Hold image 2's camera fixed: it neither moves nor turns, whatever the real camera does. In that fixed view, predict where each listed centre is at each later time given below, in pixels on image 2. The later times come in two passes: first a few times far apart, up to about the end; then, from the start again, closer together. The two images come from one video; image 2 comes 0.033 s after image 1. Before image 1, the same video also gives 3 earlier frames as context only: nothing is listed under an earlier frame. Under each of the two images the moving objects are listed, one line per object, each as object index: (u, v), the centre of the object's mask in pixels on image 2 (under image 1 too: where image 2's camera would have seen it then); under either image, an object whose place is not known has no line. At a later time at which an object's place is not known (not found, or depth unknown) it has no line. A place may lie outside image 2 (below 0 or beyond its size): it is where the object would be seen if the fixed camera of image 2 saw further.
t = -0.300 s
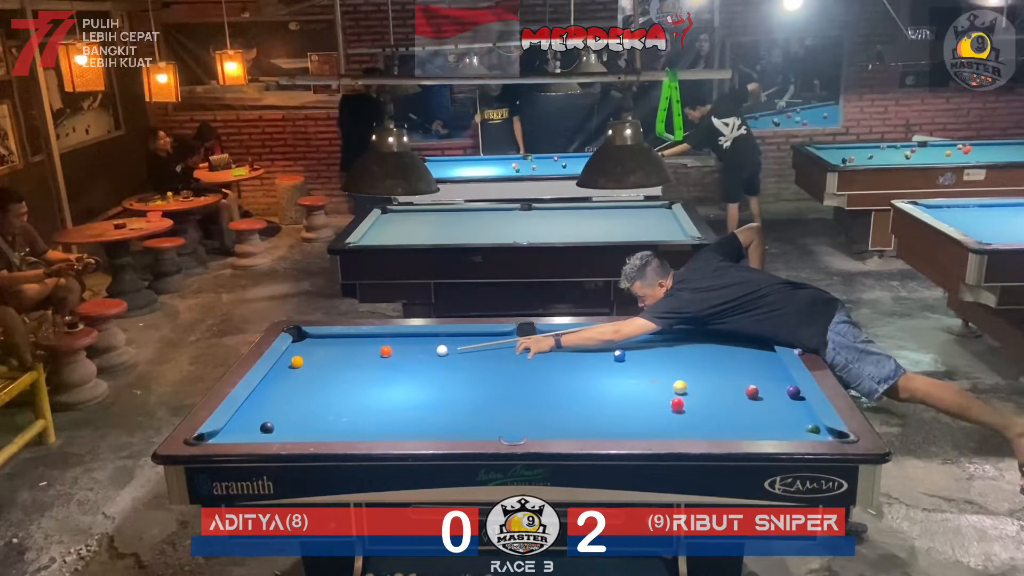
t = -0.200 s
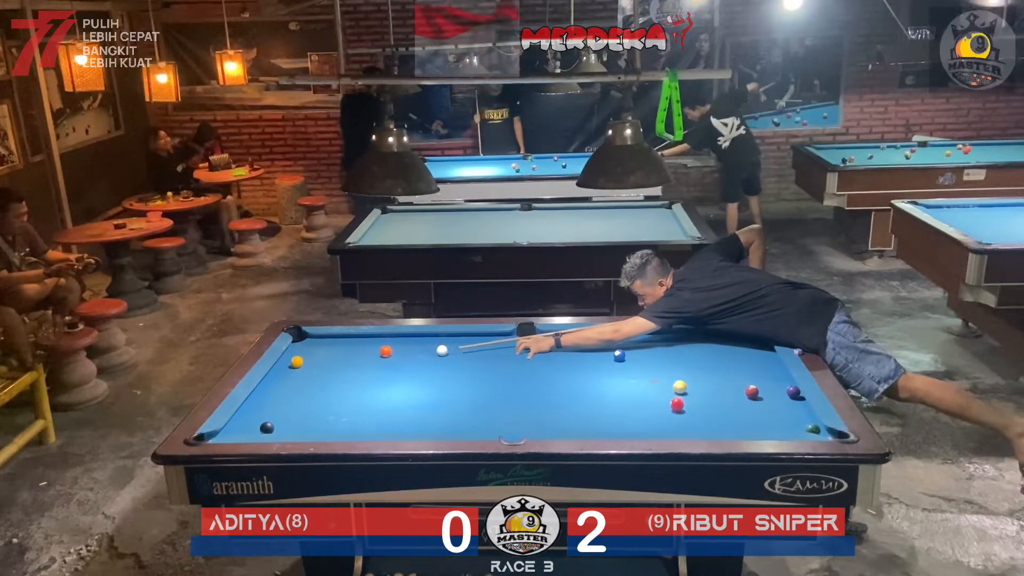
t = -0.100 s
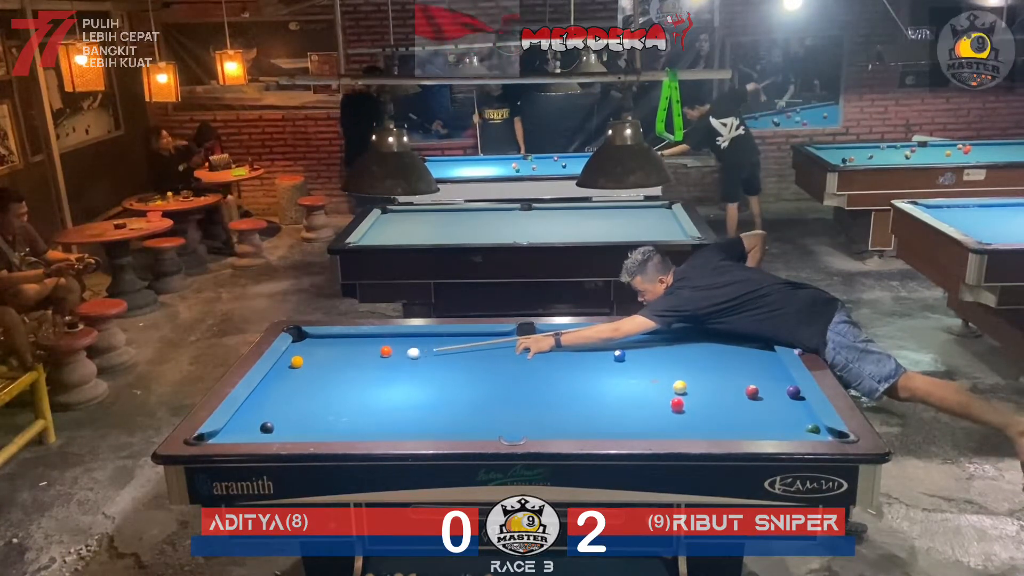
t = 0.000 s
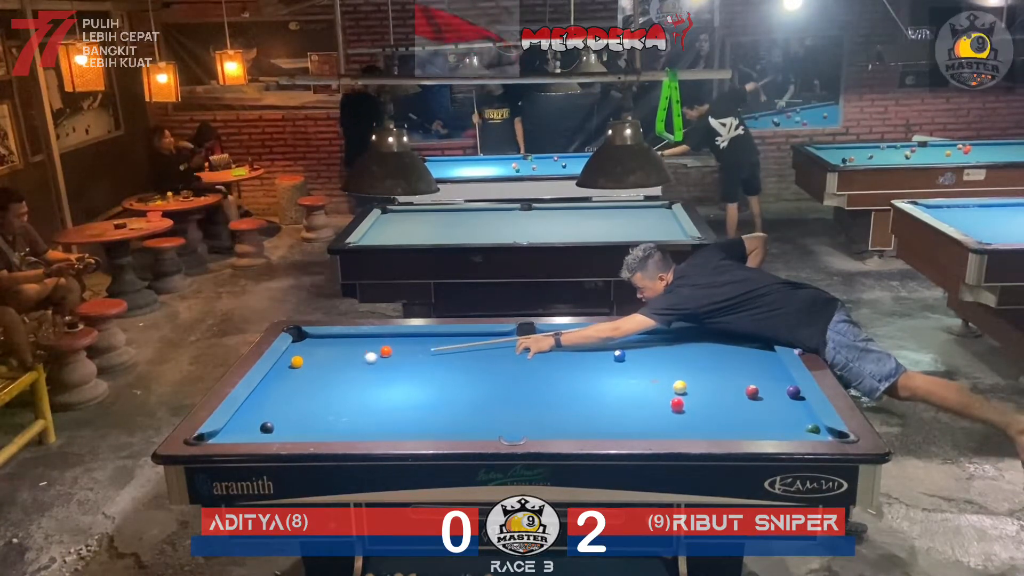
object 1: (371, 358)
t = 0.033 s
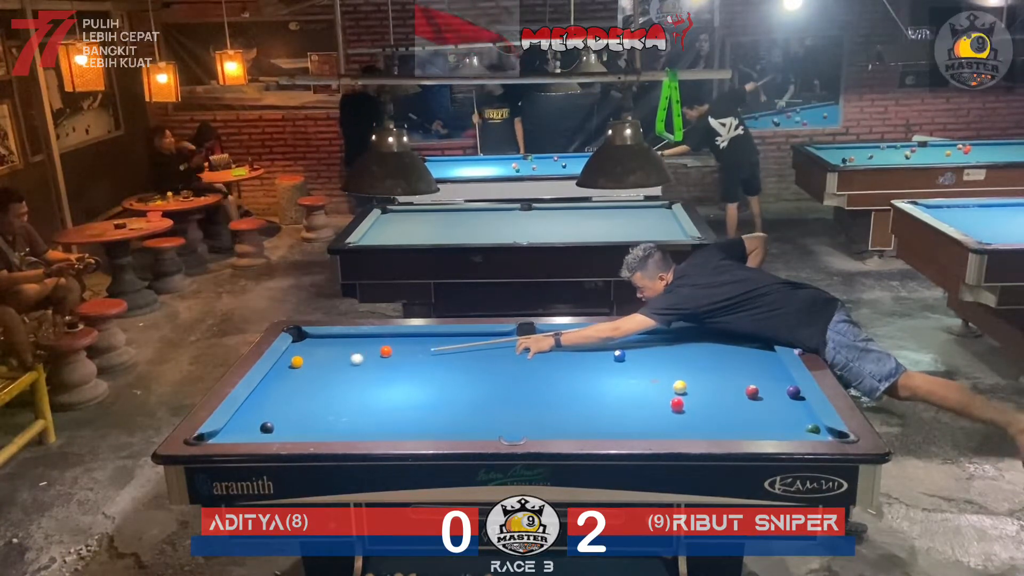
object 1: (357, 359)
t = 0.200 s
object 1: (290, 369)
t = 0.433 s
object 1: (300, 386)
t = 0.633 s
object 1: (331, 399)
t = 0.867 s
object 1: (370, 416)
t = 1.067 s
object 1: (404, 429)
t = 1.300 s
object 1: (445, 421)
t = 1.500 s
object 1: (477, 412)
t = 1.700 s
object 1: (506, 404)
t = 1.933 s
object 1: (537, 396)
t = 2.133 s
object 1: (561, 389)
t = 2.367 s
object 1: (585, 382)
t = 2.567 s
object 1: (603, 377)
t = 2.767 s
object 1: (620, 372)
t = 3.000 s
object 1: (637, 367)
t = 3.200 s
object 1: (650, 363)
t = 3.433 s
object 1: (662, 359)
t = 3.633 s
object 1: (672, 356)
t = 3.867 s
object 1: (681, 353)
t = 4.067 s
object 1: (687, 351)
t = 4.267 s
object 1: (692, 350)
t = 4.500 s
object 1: (696, 349)
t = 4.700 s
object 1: (698, 348)
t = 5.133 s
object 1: (700, 347)
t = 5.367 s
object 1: (700, 347)
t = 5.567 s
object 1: (700, 347)
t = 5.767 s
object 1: (700, 347)
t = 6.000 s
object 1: (700, 347)
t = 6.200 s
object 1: (700, 347)
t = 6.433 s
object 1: (700, 347)
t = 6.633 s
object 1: (700, 347)
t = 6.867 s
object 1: (700, 347)
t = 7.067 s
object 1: (700, 347)
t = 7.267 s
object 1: (700, 347)
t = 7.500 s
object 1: (700, 347)
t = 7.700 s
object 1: (700, 347)
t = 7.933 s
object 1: (700, 347)
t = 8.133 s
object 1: (700, 347)
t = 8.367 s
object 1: (700, 347)
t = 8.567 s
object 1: (700, 347)
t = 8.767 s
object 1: (700, 347)
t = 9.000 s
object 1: (700, 347)
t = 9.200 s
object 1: (700, 347)
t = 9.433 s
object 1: (700, 347)
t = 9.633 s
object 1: (700, 347)
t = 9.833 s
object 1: (700, 347)
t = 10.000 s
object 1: (700, 347)
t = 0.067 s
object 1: (343, 361)
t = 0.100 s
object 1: (329, 362)
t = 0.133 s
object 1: (314, 364)
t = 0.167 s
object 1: (301, 366)
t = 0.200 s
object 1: (290, 369)
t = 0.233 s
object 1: (278, 372)
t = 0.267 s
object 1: (273, 375)
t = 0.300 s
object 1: (279, 377)
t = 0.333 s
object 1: (284, 379)
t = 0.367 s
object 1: (289, 381)
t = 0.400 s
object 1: (295, 384)
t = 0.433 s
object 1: (300, 386)
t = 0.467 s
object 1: (305, 388)
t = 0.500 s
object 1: (310, 390)
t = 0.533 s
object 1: (316, 392)
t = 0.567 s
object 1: (321, 395)
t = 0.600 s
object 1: (326, 397)
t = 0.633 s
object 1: (331, 399)
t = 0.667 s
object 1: (337, 402)
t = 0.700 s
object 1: (342, 404)
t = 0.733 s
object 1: (348, 406)
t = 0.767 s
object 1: (353, 409)
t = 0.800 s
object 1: (359, 411)
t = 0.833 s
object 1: (364, 414)
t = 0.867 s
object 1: (370, 416)
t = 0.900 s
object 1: (376, 418)
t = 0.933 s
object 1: (381, 421)
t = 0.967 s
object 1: (387, 423)
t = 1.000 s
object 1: (392, 424)
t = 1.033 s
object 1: (398, 427)
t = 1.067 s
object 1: (404, 429)
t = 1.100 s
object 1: (410, 429)
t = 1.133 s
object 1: (416, 428)
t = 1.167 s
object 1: (422, 426)
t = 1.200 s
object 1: (428, 425)
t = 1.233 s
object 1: (434, 424)
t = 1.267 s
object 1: (440, 423)
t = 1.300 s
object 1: (445, 421)
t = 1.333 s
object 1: (451, 419)
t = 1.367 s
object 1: (456, 418)
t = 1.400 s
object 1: (462, 417)
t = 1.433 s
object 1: (467, 415)
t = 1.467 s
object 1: (472, 414)
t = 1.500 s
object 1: (477, 412)
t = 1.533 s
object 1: (482, 411)
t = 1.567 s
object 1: (487, 409)
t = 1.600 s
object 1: (492, 408)
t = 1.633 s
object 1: (497, 407)
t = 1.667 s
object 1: (502, 405)
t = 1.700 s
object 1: (506, 404)
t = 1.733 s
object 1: (511, 403)
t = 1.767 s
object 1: (516, 402)
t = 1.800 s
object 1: (520, 401)
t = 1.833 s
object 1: (524, 399)
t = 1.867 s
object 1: (529, 398)
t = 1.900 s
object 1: (533, 397)
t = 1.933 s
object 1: (537, 396)
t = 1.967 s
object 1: (541, 394)
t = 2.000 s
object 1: (545, 393)
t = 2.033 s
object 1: (549, 392)
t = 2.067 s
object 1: (553, 391)
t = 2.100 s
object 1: (557, 390)
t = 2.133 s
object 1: (561, 389)
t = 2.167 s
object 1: (564, 388)
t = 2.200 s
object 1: (568, 387)
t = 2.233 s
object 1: (571, 386)
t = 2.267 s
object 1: (575, 385)
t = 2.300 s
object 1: (578, 384)
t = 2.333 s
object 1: (581, 383)
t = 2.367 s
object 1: (585, 382)
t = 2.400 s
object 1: (588, 381)
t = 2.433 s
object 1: (591, 380)
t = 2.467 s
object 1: (594, 379)
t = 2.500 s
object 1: (597, 378)
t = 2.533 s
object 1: (600, 377)
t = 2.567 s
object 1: (603, 377)
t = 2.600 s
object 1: (606, 376)
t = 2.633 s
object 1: (609, 375)
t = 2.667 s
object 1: (612, 374)
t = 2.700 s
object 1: (614, 373)
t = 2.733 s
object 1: (617, 373)
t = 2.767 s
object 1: (620, 372)
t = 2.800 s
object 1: (622, 371)
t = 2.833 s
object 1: (625, 370)
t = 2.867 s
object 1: (627, 370)
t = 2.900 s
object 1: (630, 369)
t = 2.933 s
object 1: (632, 368)
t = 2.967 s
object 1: (635, 367)
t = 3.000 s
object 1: (637, 367)
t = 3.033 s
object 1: (639, 366)
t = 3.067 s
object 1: (641, 365)
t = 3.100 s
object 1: (643, 365)
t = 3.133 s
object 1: (646, 364)
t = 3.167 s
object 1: (648, 364)
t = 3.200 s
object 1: (650, 363)
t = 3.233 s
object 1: (652, 362)
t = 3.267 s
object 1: (654, 362)
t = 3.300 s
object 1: (655, 361)
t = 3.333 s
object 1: (657, 360)
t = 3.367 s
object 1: (659, 360)
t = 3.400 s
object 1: (661, 360)
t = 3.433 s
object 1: (662, 359)
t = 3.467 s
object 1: (664, 358)
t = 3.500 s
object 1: (666, 358)
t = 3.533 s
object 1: (668, 358)
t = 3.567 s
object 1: (669, 357)
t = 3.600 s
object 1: (670, 357)
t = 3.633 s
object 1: (672, 356)
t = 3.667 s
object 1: (673, 356)
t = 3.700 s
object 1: (675, 355)
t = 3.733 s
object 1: (676, 355)
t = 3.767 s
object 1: (677, 354)
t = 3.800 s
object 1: (678, 354)
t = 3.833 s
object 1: (680, 354)
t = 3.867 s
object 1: (681, 353)
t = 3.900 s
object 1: (682, 353)
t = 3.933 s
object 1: (683, 353)
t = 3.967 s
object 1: (684, 352)
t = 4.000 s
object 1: (685, 352)
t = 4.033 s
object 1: (686, 352)
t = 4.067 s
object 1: (687, 351)
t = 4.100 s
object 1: (688, 351)
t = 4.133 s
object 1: (689, 351)
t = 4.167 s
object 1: (690, 351)
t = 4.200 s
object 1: (691, 350)
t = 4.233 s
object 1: (691, 350)
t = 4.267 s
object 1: (692, 350)
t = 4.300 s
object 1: (693, 350)
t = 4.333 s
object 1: (694, 349)
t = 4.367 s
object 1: (694, 349)
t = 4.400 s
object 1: (695, 349)
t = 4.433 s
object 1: (695, 349)
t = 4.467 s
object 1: (696, 349)
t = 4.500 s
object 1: (696, 349)
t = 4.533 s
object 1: (697, 348)
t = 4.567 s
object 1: (697, 348)
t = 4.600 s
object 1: (697, 348)
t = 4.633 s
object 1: (698, 348)
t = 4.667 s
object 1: (698, 348)
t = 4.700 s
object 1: (698, 348)
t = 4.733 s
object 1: (698, 348)
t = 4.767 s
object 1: (698, 348)
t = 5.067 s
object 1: (698, 345)
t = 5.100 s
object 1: (700, 347)
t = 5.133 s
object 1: (700, 347)
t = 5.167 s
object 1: (700, 347)
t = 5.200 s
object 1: (700, 347)
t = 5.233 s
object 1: (700, 347)
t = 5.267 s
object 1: (700, 347)
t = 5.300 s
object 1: (700, 347)
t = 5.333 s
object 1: (700, 347)
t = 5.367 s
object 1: (700, 347)
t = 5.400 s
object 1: (700, 347)
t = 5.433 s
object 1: (700, 347)
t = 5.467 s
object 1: (700, 347)
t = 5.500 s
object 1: (700, 347)
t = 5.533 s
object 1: (700, 347)
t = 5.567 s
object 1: (700, 347)
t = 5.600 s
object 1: (700, 347)
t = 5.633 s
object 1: (700, 347)
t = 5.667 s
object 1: (700, 347)
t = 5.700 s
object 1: (700, 347)
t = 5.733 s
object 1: (700, 347)
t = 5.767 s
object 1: (700, 347)
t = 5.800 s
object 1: (700, 347)
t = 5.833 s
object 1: (700, 347)
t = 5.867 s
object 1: (700, 347)
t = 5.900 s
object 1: (700, 348)
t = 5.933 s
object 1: (700, 347)
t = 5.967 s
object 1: (700, 348)
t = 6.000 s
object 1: (700, 347)
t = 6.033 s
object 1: (700, 347)
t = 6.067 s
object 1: (700, 347)
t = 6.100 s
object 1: (700, 347)
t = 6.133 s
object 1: (700, 347)
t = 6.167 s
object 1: (700, 347)
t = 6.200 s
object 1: (700, 347)
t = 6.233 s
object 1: (700, 347)
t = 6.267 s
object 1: (700, 347)
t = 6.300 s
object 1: (700, 347)
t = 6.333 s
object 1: (700, 347)
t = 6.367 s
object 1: (700, 347)
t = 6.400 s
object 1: (700, 347)
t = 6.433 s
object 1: (700, 347)
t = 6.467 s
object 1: (700, 347)
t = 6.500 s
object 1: (700, 347)
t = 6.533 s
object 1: (700, 347)
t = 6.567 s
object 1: (700, 347)
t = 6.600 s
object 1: (700, 347)
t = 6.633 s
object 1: (700, 347)
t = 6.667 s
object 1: (700, 347)
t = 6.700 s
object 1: (700, 348)
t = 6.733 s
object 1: (700, 347)
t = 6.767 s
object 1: (700, 347)
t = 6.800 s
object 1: (700, 347)
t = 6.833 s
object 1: (700, 347)
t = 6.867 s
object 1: (700, 347)
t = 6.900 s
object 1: (700, 347)
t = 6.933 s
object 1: (700, 347)
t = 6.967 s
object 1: (700, 347)
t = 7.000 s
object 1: (700, 347)
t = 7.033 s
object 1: (700, 347)
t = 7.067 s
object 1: (700, 347)
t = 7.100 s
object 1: (700, 347)
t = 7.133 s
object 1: (700, 347)
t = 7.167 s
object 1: (700, 347)
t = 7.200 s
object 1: (700, 347)
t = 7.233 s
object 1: (700, 347)
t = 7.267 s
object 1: (700, 347)
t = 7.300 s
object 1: (700, 347)
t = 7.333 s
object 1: (700, 347)
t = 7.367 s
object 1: (700, 347)
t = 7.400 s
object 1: (700, 347)
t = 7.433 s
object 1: (700, 347)
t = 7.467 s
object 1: (700, 348)
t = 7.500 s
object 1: (700, 347)
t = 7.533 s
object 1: (700, 347)
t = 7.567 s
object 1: (700, 347)
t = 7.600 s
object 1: (700, 347)
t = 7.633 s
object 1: (700, 347)
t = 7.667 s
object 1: (700, 347)
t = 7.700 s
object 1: (700, 347)
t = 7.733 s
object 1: (700, 347)
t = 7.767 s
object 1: (700, 347)
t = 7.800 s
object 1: (700, 347)
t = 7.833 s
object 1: (700, 347)
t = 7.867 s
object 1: (700, 347)
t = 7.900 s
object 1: (700, 347)
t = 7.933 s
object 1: (700, 347)
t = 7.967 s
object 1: (700, 347)
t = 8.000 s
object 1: (700, 347)
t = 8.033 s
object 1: (700, 347)
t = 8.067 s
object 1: (700, 347)
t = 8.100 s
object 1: (700, 347)
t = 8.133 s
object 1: (700, 347)
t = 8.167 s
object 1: (700, 347)
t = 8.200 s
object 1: (700, 347)
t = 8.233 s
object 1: (700, 347)
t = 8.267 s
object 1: (700, 347)
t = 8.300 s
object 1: (700, 347)
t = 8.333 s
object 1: (700, 347)
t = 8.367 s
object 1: (700, 347)
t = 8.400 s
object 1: (700, 347)
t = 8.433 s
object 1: (700, 347)
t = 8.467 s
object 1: (700, 347)
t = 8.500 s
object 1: (700, 347)
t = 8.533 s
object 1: (700, 347)
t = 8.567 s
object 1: (700, 347)
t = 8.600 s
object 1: (700, 347)
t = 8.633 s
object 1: (700, 347)
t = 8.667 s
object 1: (700, 347)
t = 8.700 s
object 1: (700, 347)
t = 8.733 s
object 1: (700, 347)
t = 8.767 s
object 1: (700, 347)
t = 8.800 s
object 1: (700, 347)
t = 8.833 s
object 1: (700, 347)
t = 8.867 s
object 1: (700, 347)
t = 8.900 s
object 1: (700, 347)
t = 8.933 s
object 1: (700, 347)
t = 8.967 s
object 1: (700, 347)
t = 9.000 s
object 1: (700, 347)
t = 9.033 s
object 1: (700, 347)
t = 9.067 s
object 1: (700, 347)
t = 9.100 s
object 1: (700, 347)
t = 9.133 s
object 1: (700, 347)
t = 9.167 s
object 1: (700, 347)
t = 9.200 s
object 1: (700, 347)
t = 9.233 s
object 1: (700, 347)
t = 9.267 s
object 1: (700, 347)
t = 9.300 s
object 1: (700, 347)
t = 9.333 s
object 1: (700, 347)
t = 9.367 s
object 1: (700, 347)
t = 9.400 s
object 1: (700, 347)
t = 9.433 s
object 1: (700, 347)
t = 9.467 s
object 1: (700, 347)
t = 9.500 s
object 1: (700, 347)
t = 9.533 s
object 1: (700, 347)
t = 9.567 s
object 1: (700, 347)
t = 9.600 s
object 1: (700, 347)
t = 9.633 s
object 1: (700, 347)
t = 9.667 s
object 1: (700, 347)
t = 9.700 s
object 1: (700, 347)
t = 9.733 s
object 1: (700, 347)
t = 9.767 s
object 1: (700, 347)
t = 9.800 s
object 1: (700, 347)
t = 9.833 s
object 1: (700, 347)
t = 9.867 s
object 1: (700, 347)
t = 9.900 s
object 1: (700, 347)
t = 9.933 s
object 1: (700, 347)
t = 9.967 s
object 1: (700, 347)
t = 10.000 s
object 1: (700, 347)
